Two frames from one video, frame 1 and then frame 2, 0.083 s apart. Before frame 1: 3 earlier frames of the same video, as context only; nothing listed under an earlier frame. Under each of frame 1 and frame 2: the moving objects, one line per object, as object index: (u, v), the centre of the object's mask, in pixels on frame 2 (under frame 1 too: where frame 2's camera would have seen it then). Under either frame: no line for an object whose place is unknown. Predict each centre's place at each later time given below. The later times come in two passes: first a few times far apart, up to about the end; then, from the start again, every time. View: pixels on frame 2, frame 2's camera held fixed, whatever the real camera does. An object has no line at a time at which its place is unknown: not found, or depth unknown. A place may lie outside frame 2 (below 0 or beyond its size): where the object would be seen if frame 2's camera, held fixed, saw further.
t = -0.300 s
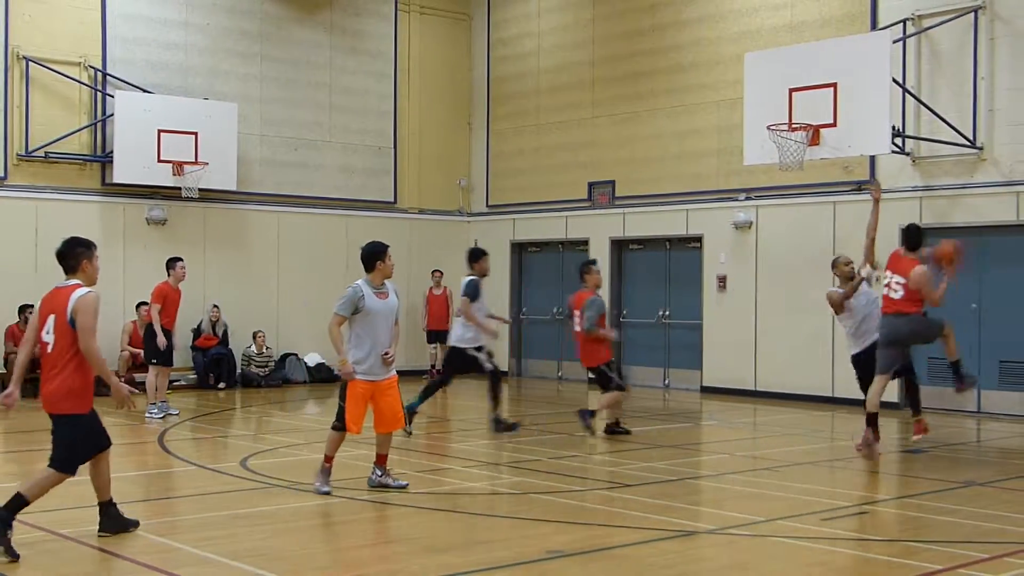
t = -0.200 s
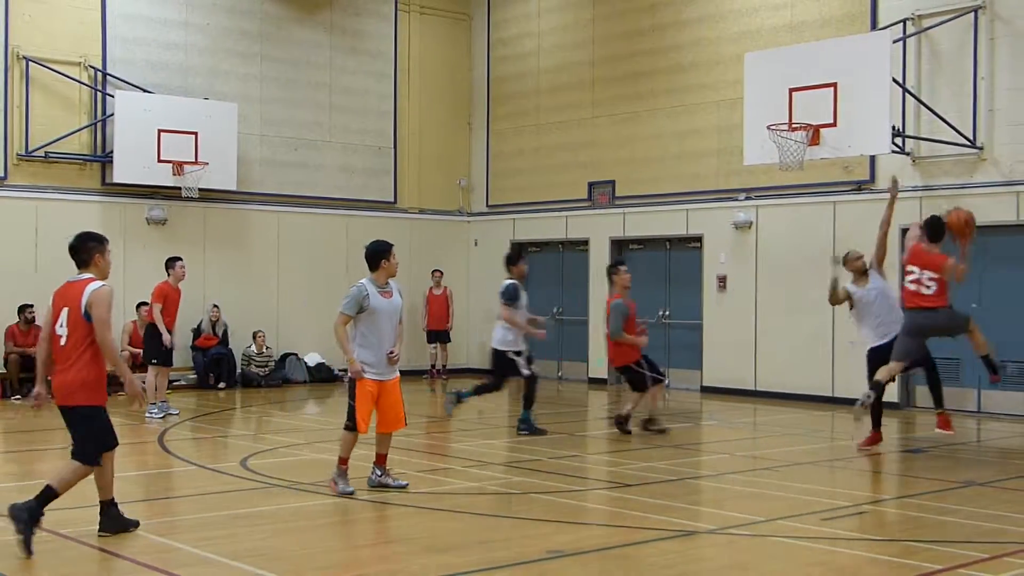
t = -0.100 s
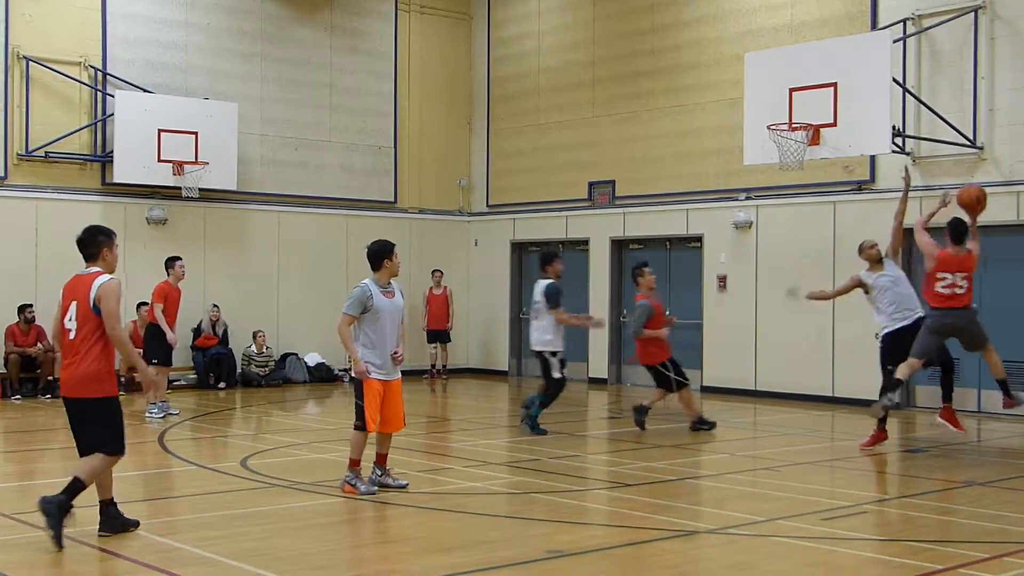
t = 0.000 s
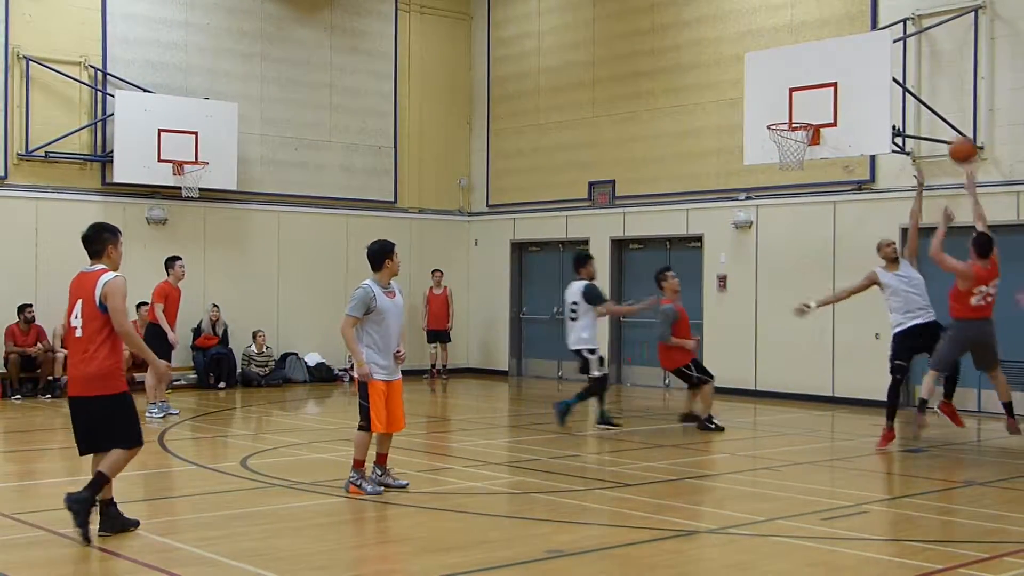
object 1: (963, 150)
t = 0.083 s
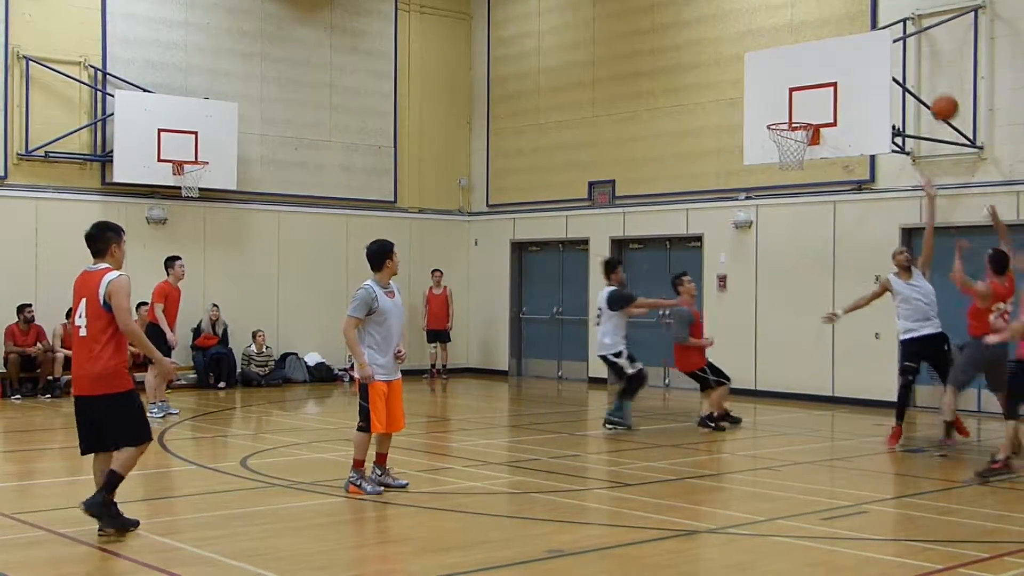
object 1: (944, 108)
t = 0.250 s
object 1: (911, 53)
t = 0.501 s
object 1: (864, 33)
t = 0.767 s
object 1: (816, 68)
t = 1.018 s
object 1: (793, 120)
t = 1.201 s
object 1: (777, 119)
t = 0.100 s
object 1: (941, 101)
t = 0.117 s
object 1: (937, 94)
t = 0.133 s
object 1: (934, 88)
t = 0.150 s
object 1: (931, 82)
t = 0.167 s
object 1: (928, 76)
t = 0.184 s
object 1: (924, 71)
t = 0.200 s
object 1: (920, 65)
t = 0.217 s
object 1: (917, 61)
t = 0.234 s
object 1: (914, 57)
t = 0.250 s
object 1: (911, 53)
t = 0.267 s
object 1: (907, 50)
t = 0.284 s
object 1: (904, 47)
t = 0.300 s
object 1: (900, 43)
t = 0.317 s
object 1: (897, 41)
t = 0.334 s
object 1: (894, 39)
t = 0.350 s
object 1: (891, 37)
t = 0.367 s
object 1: (888, 35)
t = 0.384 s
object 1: (885, 34)
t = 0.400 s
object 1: (882, 33)
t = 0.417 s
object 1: (879, 32)
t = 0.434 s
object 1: (876, 32)
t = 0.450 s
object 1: (873, 32)
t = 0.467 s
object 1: (870, 31)
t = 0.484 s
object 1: (867, 32)
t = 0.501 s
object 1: (864, 33)
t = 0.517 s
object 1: (861, 34)
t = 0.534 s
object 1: (858, 35)
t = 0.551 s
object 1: (856, 36)
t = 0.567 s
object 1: (853, 38)
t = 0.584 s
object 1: (850, 40)
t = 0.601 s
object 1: (848, 42)
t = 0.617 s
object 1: (845, 45)
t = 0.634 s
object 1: (842, 47)
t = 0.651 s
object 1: (840, 50)
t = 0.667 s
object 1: (837, 54)
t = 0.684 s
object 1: (834, 55)
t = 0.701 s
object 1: (830, 58)
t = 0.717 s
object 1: (826, 60)
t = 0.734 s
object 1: (823, 62)
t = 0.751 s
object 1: (819, 65)
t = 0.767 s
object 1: (816, 68)
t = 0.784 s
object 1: (812, 72)
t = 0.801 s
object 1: (809, 75)
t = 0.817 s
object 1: (805, 79)
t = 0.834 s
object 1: (802, 83)
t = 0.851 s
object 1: (798, 88)
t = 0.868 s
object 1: (794, 93)
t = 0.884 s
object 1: (791, 98)
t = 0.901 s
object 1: (787, 103)
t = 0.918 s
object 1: (784, 109)
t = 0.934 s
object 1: (780, 114)
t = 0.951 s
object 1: (778, 119)
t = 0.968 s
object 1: (780, 119)
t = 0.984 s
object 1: (785, 120)
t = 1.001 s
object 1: (789, 120)
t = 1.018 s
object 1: (793, 120)
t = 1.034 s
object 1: (797, 121)
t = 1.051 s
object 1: (800, 122)
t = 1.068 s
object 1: (801, 122)
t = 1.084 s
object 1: (799, 121)
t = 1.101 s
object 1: (796, 120)
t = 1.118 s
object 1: (792, 120)
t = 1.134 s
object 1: (789, 119)
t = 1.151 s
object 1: (786, 119)
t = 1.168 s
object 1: (782, 118)
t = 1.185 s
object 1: (778, 119)
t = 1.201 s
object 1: (777, 119)
